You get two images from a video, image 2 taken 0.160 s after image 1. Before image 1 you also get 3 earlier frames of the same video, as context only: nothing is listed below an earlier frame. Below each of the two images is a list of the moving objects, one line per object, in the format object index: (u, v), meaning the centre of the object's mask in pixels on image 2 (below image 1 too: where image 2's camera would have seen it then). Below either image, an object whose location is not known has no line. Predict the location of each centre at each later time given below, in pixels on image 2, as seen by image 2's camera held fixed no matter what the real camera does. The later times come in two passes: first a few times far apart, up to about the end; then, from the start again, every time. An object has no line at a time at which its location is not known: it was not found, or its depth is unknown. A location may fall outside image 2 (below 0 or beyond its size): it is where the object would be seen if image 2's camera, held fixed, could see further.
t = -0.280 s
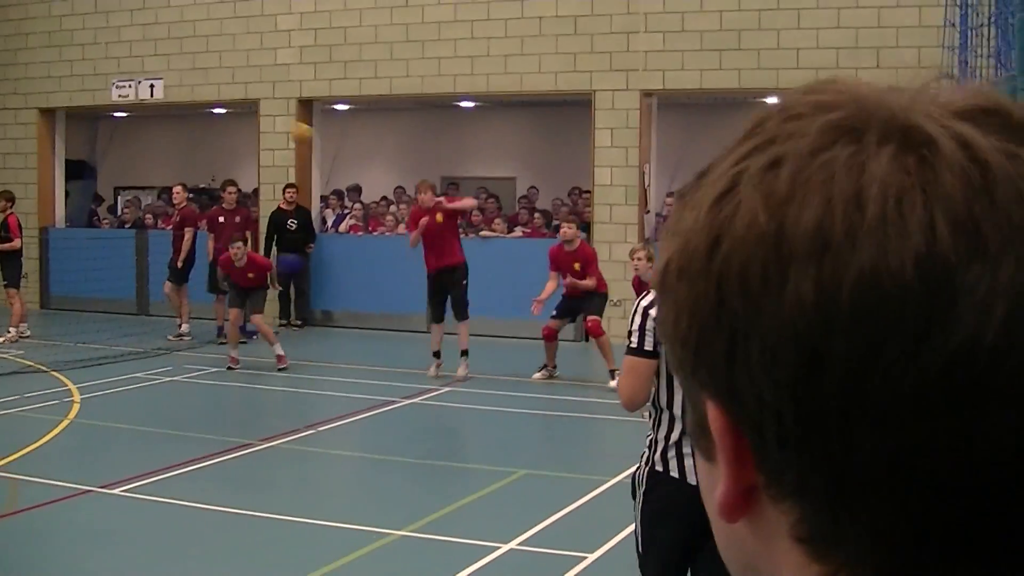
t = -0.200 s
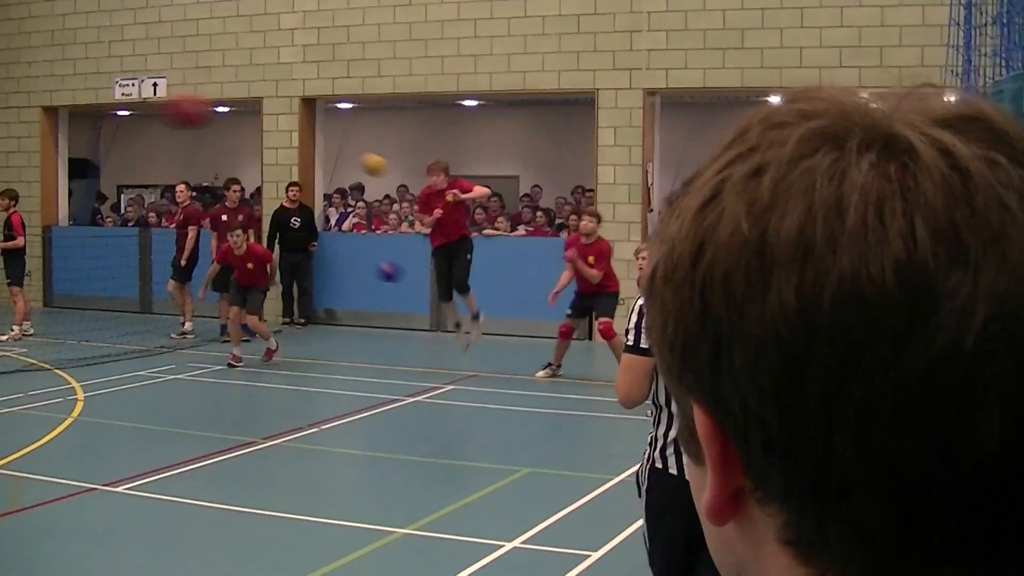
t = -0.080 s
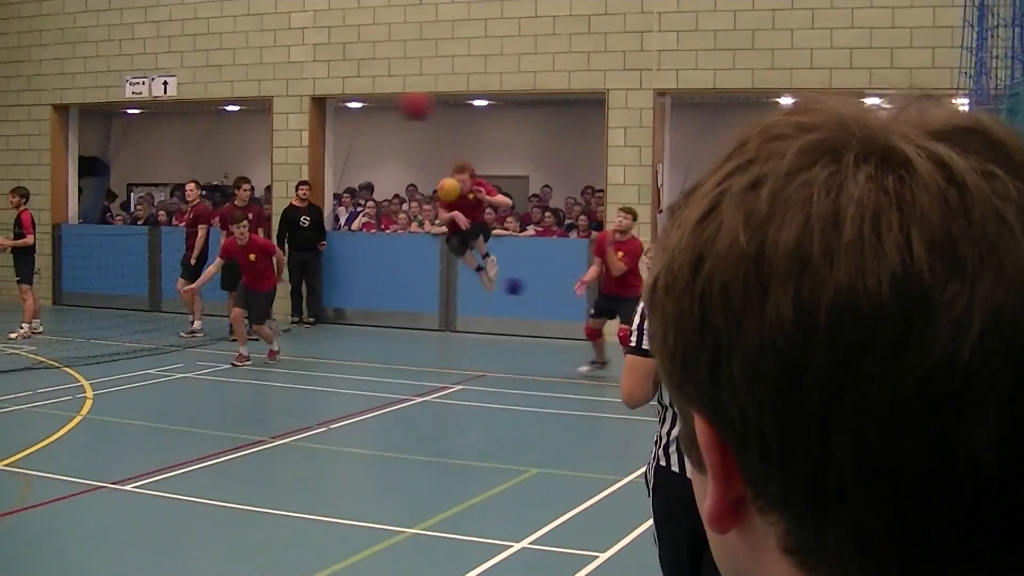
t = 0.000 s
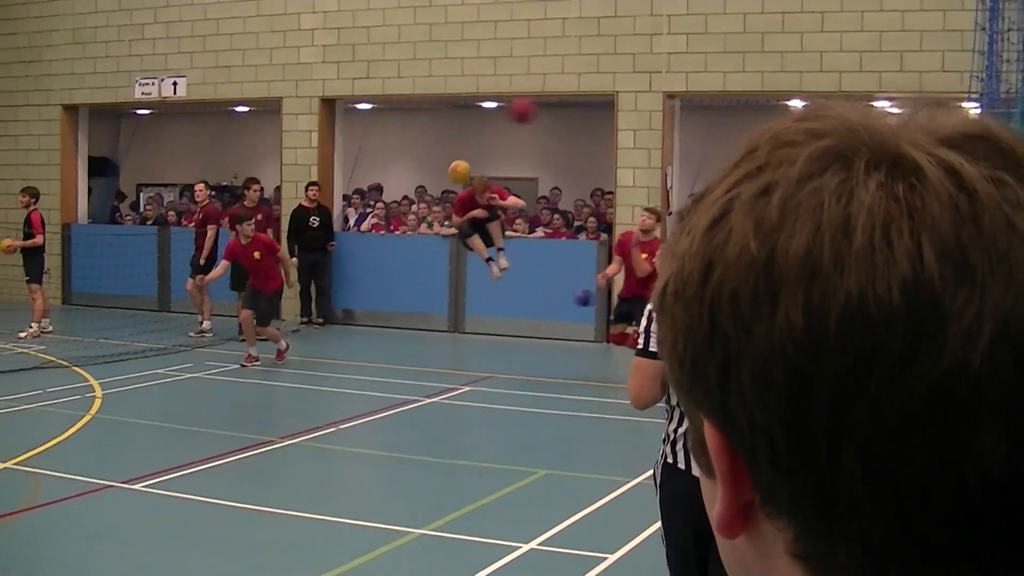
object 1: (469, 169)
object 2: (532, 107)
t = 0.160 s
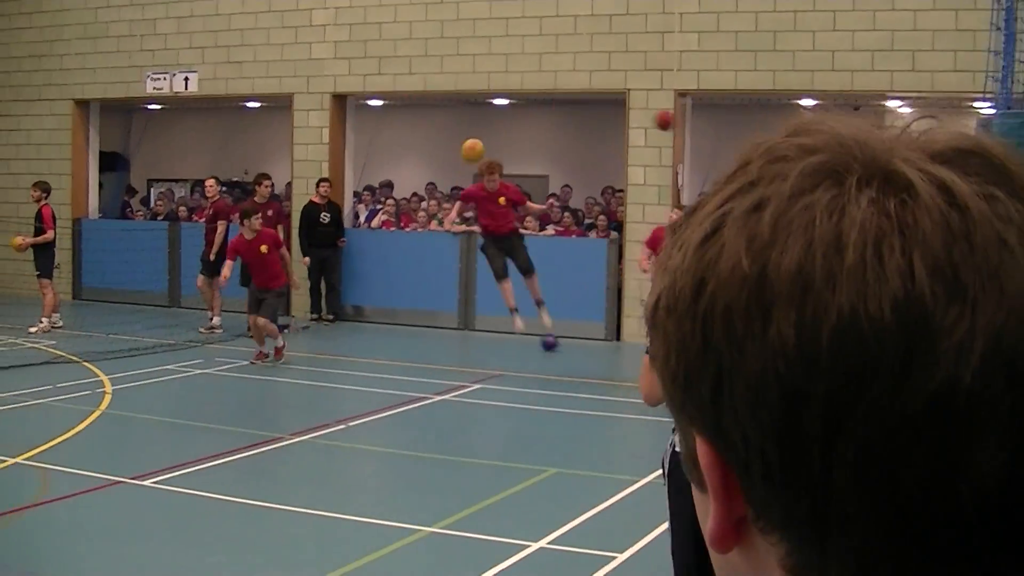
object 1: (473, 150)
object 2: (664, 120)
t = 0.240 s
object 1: (475, 152)
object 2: (711, 128)
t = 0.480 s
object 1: (480, 202)
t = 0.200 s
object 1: (474, 150)
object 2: (689, 124)
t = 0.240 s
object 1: (475, 152)
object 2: (711, 128)
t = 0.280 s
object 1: (476, 155)
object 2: (731, 133)
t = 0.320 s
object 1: (476, 160)
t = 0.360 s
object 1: (477, 168)
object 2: (775, 139)
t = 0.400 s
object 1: (478, 177)
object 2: (790, 144)
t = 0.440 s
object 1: (480, 190)
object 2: (805, 151)
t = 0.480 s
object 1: (480, 202)
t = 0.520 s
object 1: (480, 218)
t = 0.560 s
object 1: (480, 236)
